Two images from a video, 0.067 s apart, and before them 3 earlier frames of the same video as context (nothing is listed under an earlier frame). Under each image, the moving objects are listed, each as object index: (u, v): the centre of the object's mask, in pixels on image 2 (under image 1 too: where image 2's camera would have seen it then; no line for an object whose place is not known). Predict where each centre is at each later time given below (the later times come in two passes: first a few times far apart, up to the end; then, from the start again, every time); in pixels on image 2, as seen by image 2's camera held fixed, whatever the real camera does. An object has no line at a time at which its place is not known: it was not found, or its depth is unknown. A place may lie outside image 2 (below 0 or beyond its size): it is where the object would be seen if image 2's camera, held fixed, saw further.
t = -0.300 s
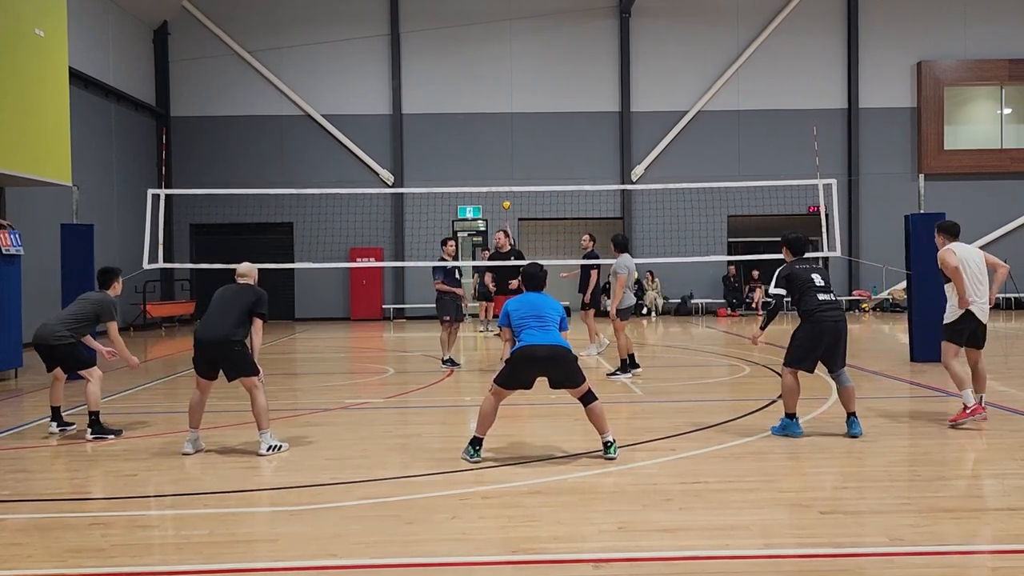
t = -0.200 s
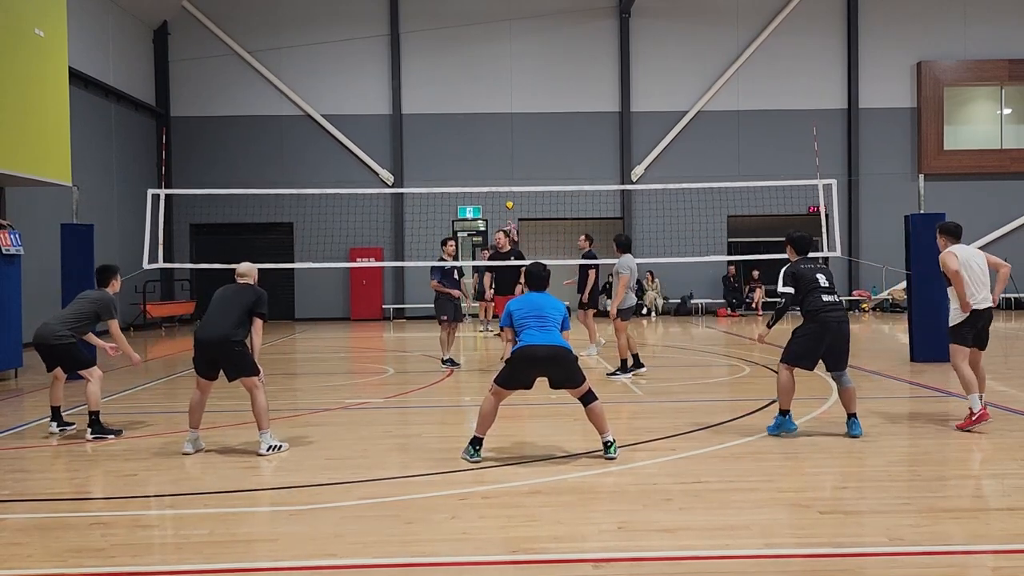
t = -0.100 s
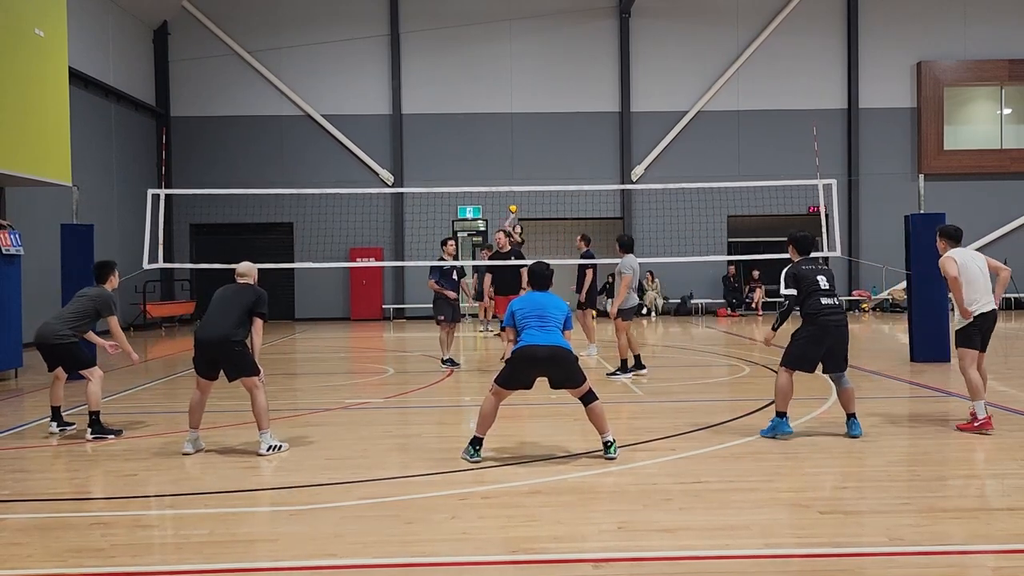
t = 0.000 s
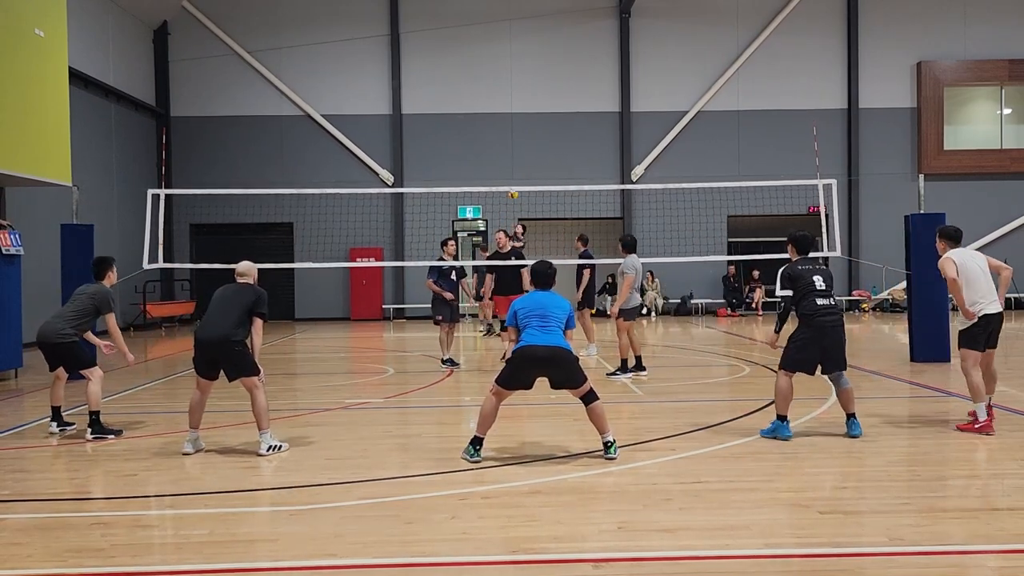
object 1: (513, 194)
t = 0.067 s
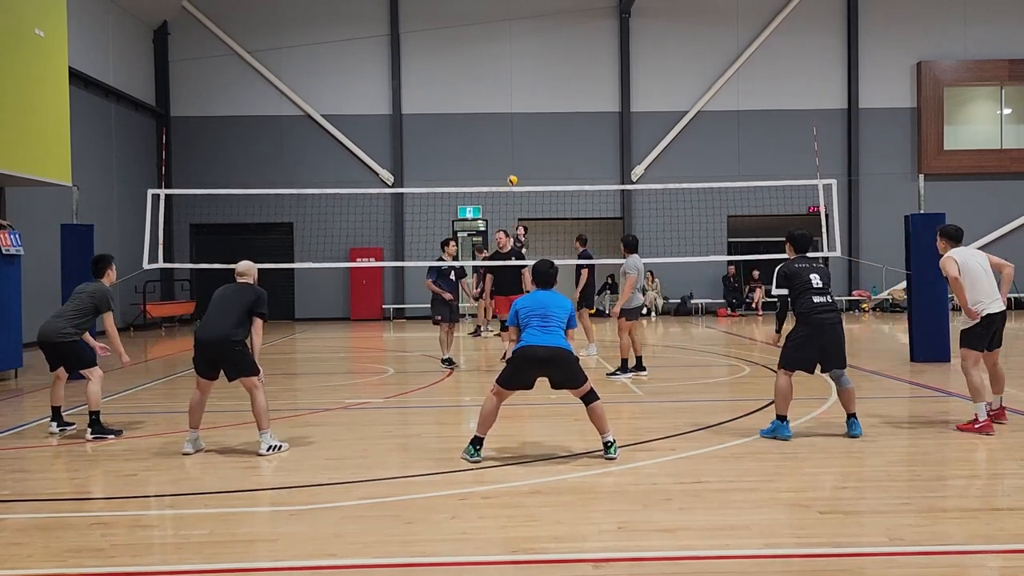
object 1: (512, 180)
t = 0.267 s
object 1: (508, 145)
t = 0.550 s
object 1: (510, 118)
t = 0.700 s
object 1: (515, 123)
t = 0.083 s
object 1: (512, 176)
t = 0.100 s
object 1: (512, 173)
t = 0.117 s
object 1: (511, 171)
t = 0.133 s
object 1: (511, 167)
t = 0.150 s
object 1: (511, 165)
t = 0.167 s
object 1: (511, 161)
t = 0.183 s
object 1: (510, 159)
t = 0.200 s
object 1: (510, 156)
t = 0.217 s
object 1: (510, 153)
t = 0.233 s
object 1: (509, 150)
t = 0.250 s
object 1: (509, 147)
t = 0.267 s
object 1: (508, 145)
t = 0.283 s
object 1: (508, 142)
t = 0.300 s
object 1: (508, 140)
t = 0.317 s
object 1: (508, 137)
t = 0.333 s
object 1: (508, 136)
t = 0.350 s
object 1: (508, 133)
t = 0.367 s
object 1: (508, 131)
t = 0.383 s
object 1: (508, 130)
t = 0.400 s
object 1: (508, 128)
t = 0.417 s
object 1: (507, 126)
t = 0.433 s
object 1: (507, 124)
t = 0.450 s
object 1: (508, 123)
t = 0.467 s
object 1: (508, 122)
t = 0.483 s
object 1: (508, 121)
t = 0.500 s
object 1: (509, 120)
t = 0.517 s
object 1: (509, 119)
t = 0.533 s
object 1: (509, 119)
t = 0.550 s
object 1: (510, 118)
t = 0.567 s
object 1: (510, 118)
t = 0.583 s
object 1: (510, 118)
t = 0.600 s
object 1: (511, 118)
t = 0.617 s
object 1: (511, 118)
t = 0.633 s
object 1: (512, 119)
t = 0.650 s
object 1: (513, 119)
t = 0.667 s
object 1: (513, 120)
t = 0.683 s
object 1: (514, 122)
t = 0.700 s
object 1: (515, 123)
